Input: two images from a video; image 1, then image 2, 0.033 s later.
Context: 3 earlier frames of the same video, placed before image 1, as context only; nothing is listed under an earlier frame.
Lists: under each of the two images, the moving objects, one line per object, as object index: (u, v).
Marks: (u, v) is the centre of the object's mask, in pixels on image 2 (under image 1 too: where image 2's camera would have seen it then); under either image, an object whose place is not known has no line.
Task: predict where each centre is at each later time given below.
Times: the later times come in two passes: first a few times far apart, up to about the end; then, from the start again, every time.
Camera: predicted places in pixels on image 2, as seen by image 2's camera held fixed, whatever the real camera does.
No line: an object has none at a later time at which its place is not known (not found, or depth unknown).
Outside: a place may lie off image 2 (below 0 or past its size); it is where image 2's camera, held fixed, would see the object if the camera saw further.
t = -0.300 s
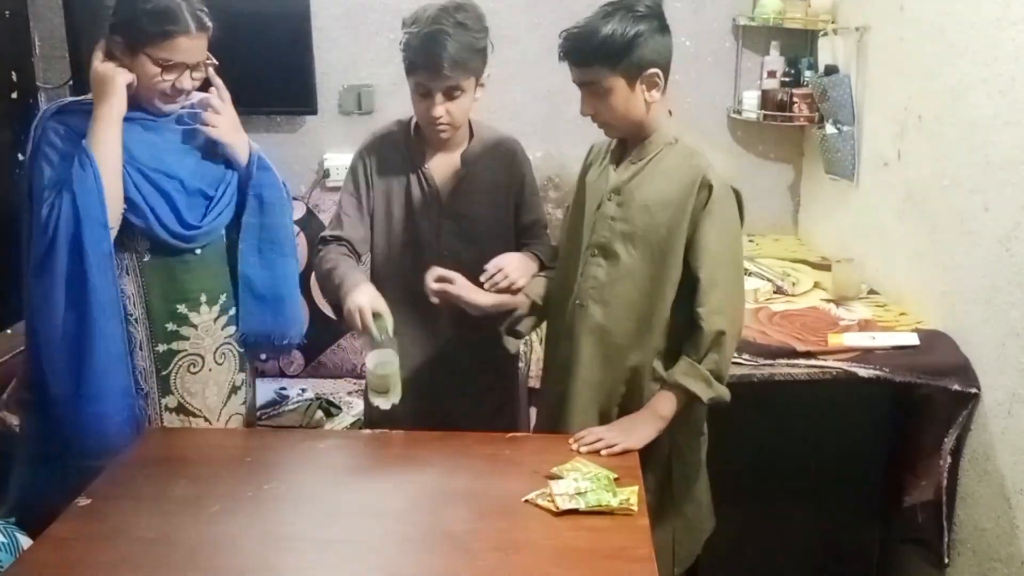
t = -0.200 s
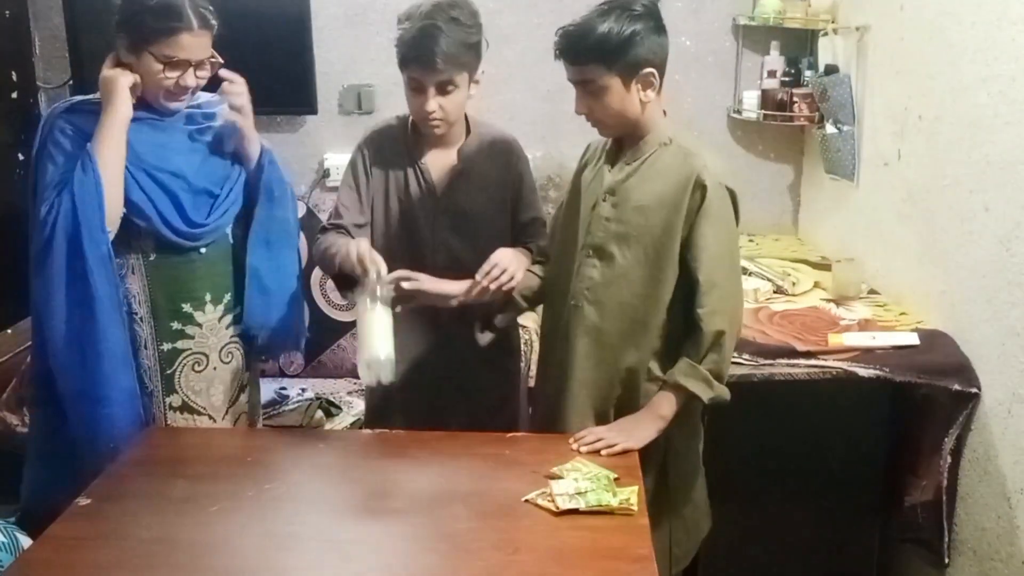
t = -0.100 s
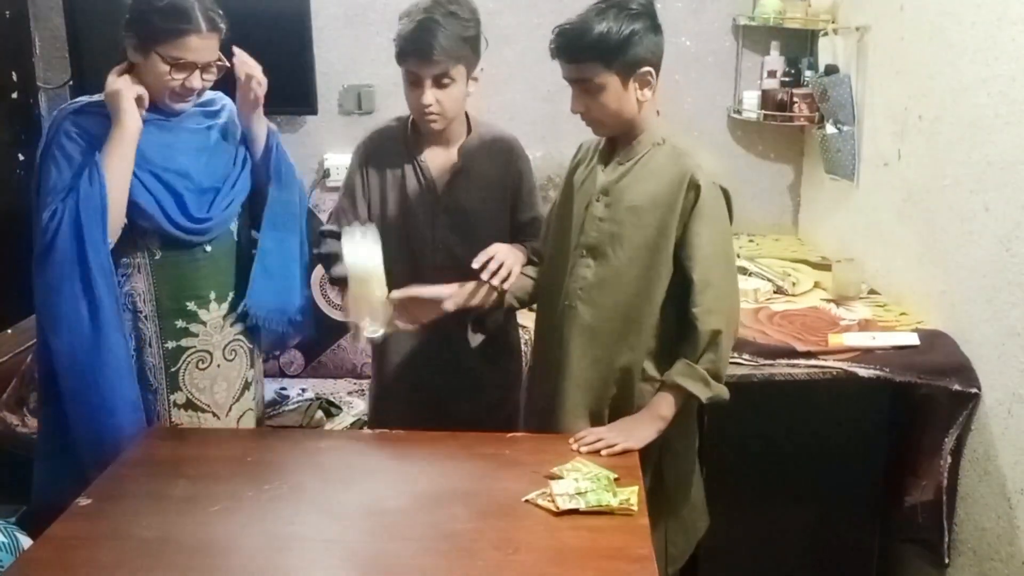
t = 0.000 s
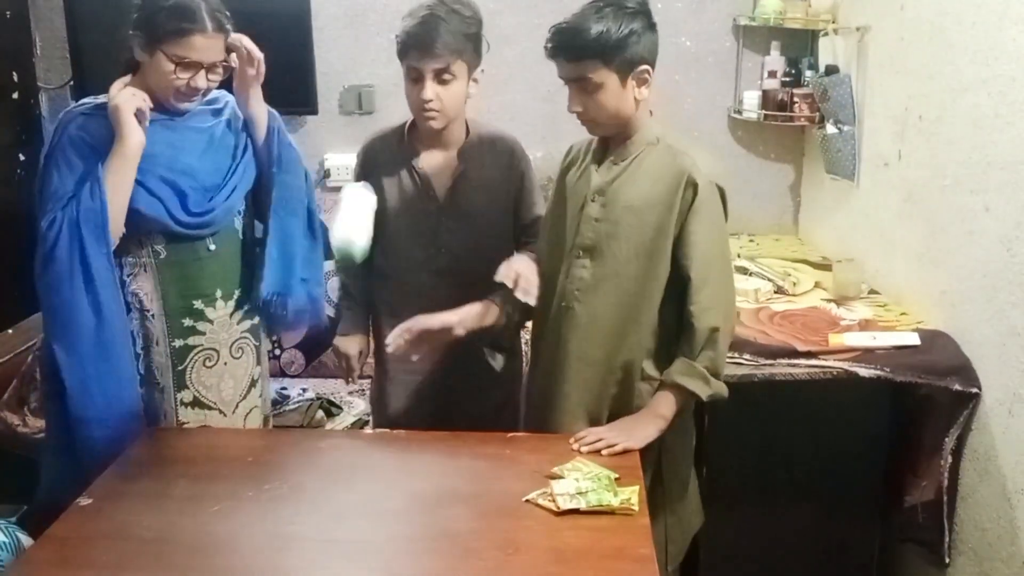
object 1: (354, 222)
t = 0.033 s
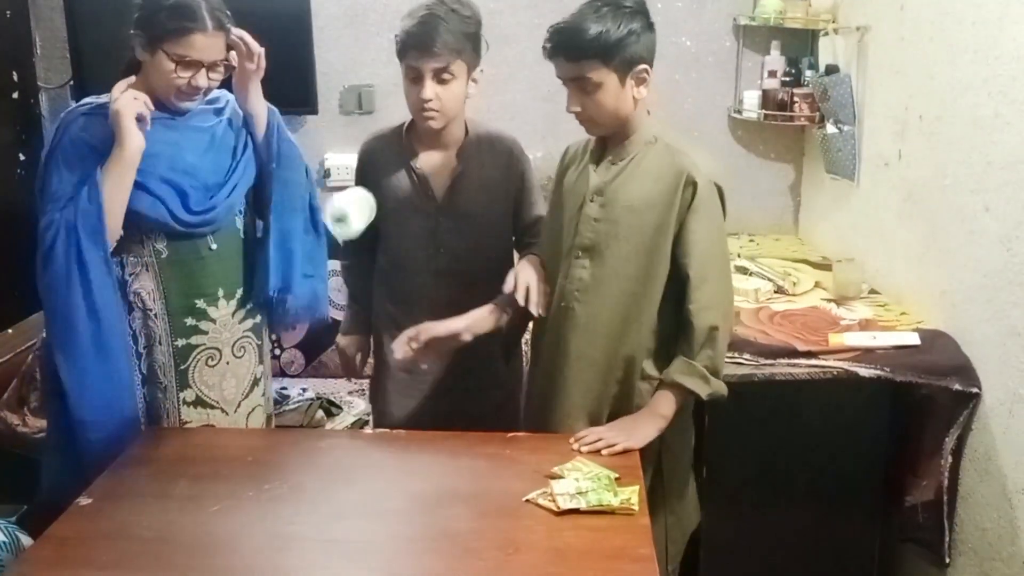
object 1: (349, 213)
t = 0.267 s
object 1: (340, 376)
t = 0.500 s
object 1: (329, 474)
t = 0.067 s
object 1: (348, 214)
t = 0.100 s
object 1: (346, 220)
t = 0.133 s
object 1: (344, 236)
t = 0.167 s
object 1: (343, 259)
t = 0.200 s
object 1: (342, 288)
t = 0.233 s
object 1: (341, 330)
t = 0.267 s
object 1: (340, 376)
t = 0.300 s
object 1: (339, 427)
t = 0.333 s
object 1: (338, 462)
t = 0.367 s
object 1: (337, 467)
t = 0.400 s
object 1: (335, 466)
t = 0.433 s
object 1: (333, 466)
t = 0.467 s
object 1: (331, 471)
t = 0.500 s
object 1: (329, 474)
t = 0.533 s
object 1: (328, 475)
